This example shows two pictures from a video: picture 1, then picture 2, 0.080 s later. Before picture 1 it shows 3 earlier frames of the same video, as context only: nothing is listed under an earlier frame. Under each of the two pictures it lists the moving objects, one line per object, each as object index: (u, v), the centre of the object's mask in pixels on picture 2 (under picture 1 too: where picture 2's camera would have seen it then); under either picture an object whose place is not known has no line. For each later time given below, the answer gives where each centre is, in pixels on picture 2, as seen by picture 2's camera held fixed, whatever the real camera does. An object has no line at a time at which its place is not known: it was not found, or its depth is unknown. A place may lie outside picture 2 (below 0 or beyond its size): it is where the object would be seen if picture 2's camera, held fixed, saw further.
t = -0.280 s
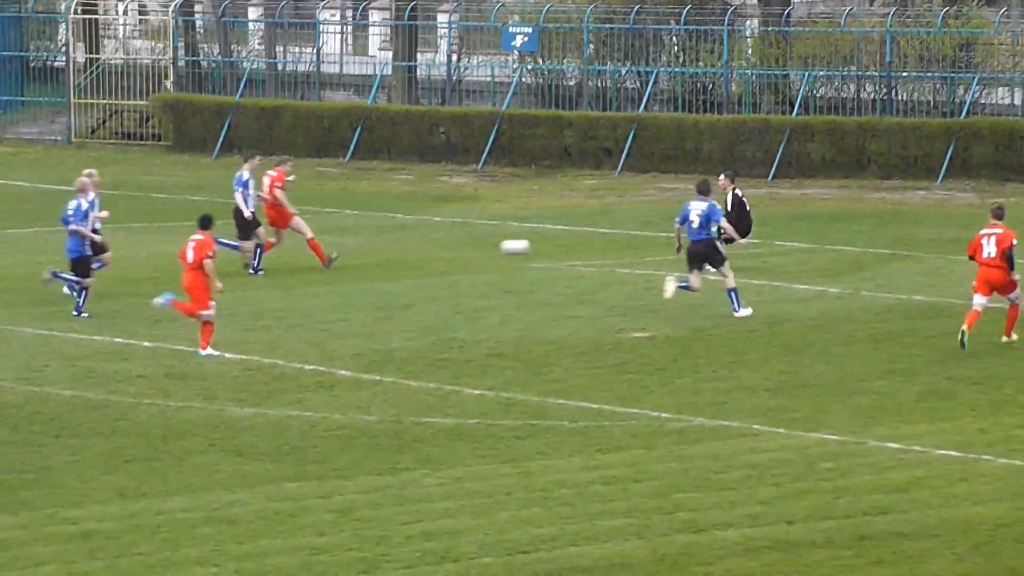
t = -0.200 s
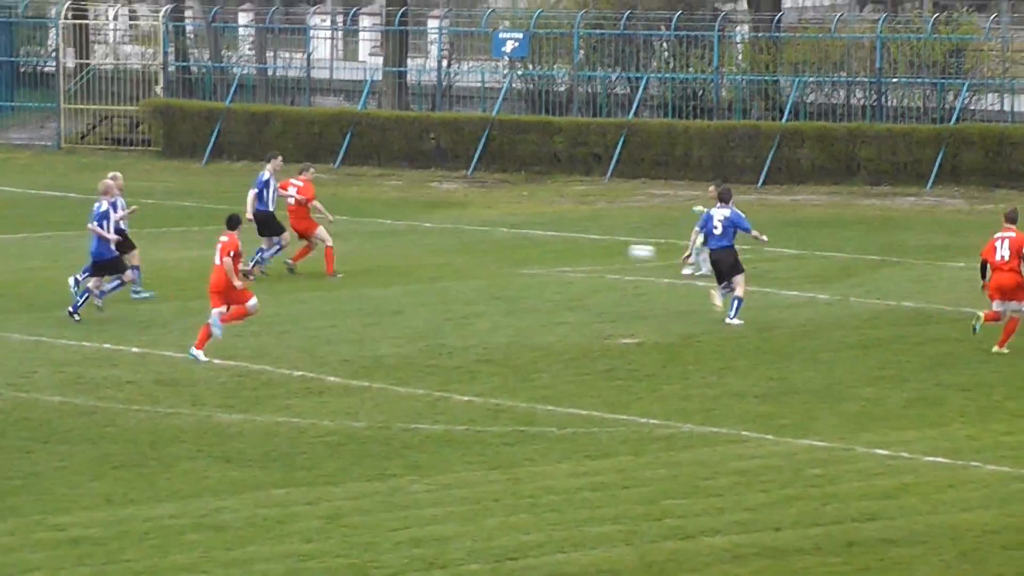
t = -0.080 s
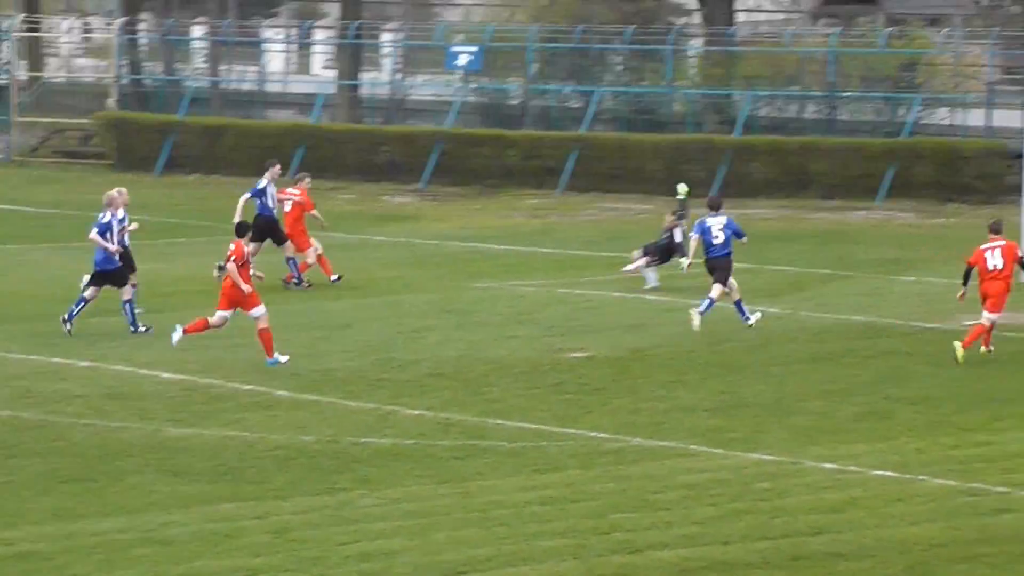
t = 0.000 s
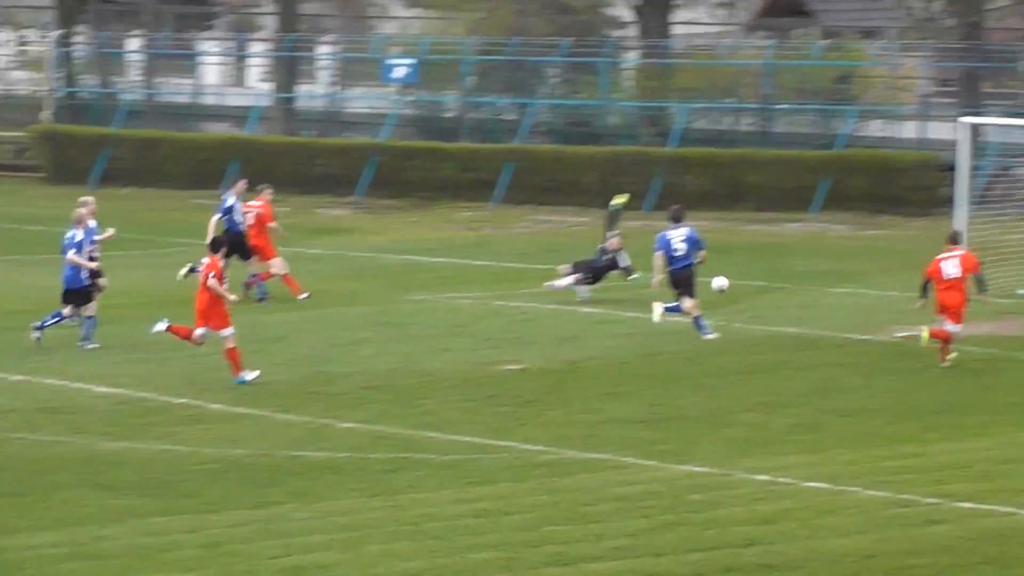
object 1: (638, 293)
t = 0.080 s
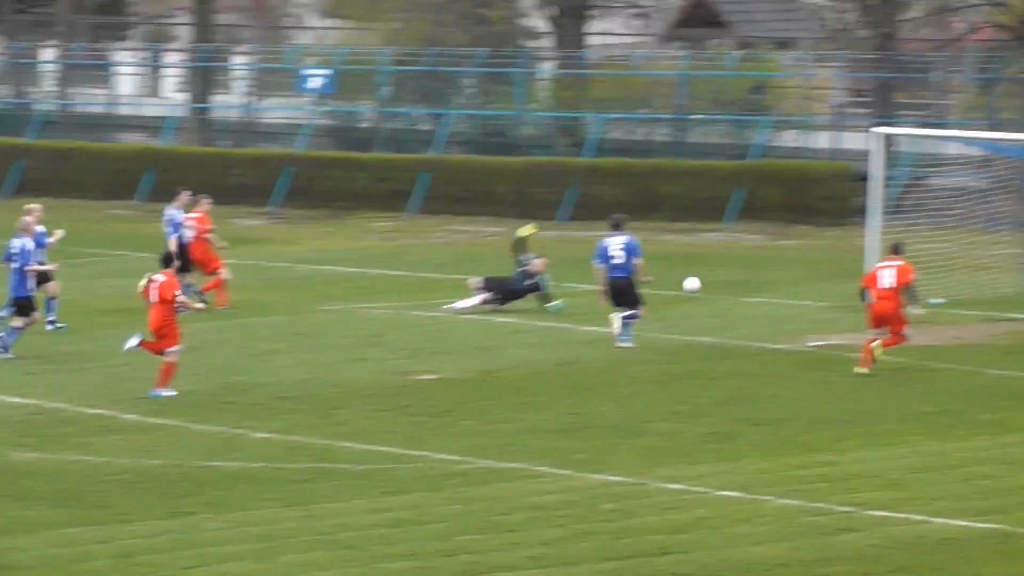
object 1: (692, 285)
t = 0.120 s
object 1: (719, 282)
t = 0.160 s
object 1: (747, 280)
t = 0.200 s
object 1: (771, 279)
